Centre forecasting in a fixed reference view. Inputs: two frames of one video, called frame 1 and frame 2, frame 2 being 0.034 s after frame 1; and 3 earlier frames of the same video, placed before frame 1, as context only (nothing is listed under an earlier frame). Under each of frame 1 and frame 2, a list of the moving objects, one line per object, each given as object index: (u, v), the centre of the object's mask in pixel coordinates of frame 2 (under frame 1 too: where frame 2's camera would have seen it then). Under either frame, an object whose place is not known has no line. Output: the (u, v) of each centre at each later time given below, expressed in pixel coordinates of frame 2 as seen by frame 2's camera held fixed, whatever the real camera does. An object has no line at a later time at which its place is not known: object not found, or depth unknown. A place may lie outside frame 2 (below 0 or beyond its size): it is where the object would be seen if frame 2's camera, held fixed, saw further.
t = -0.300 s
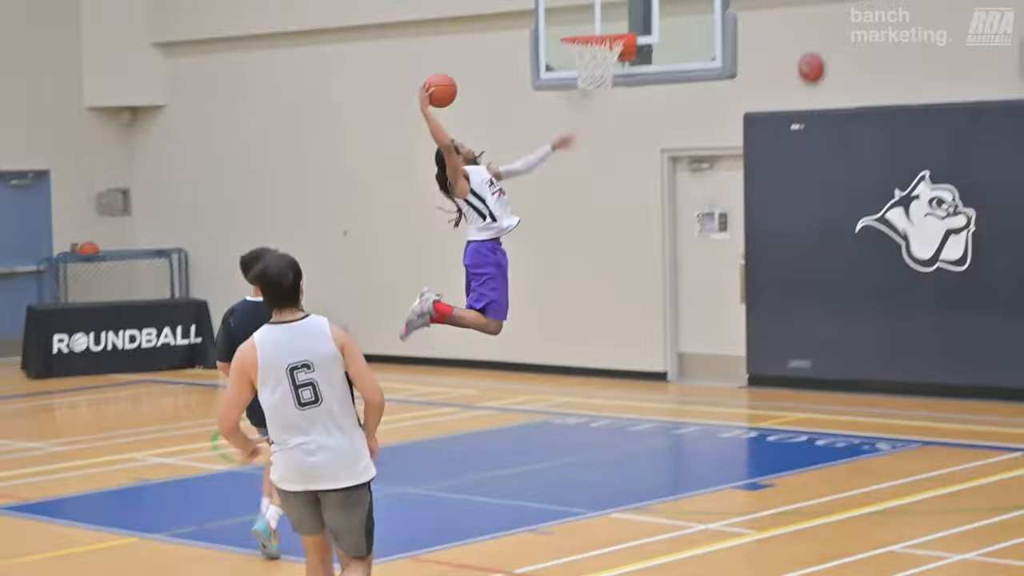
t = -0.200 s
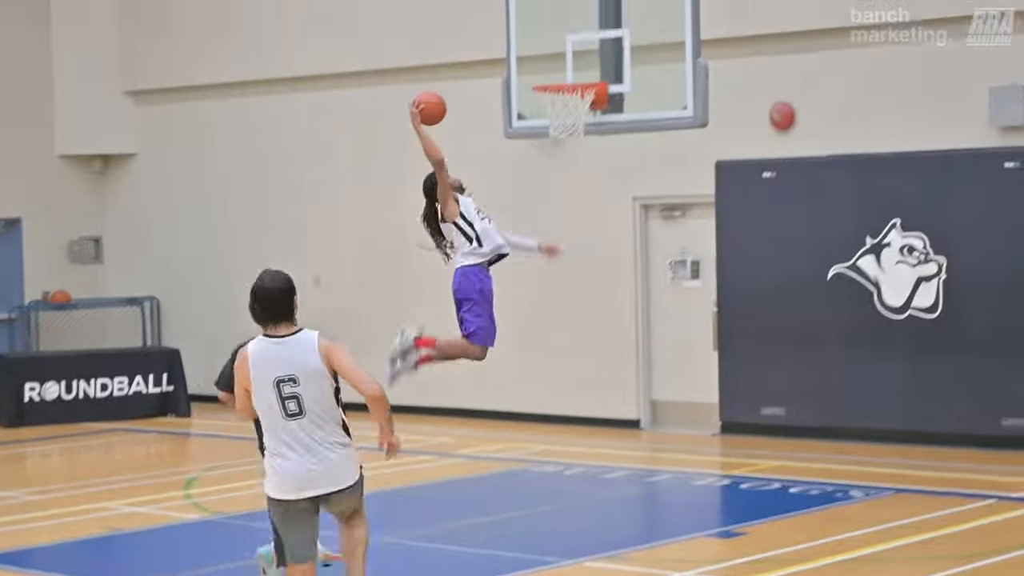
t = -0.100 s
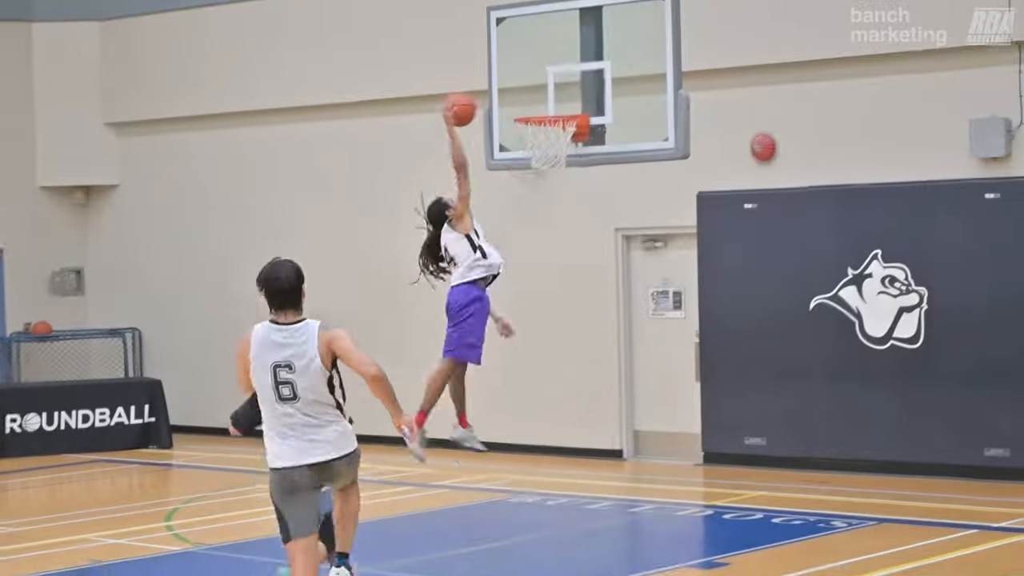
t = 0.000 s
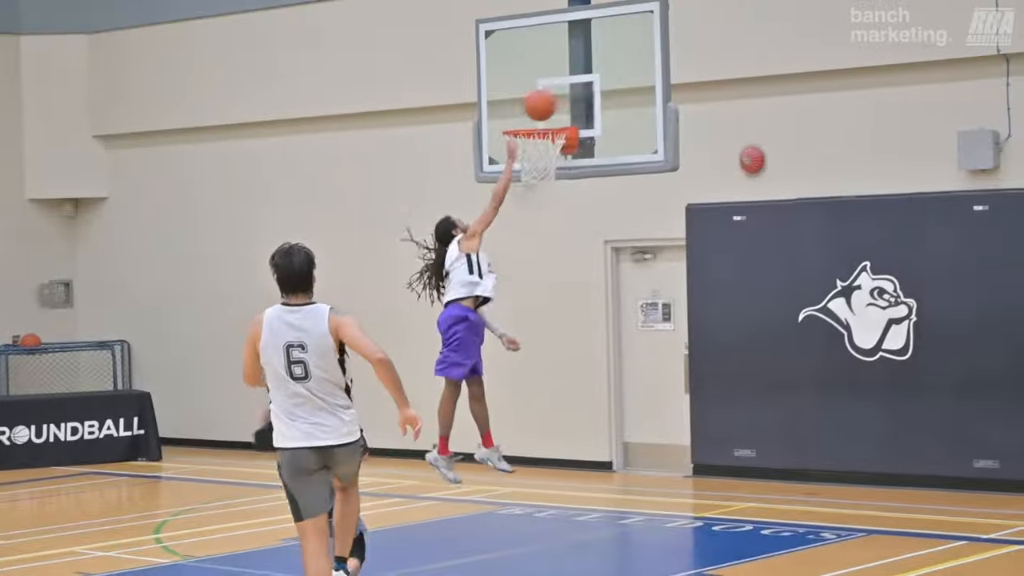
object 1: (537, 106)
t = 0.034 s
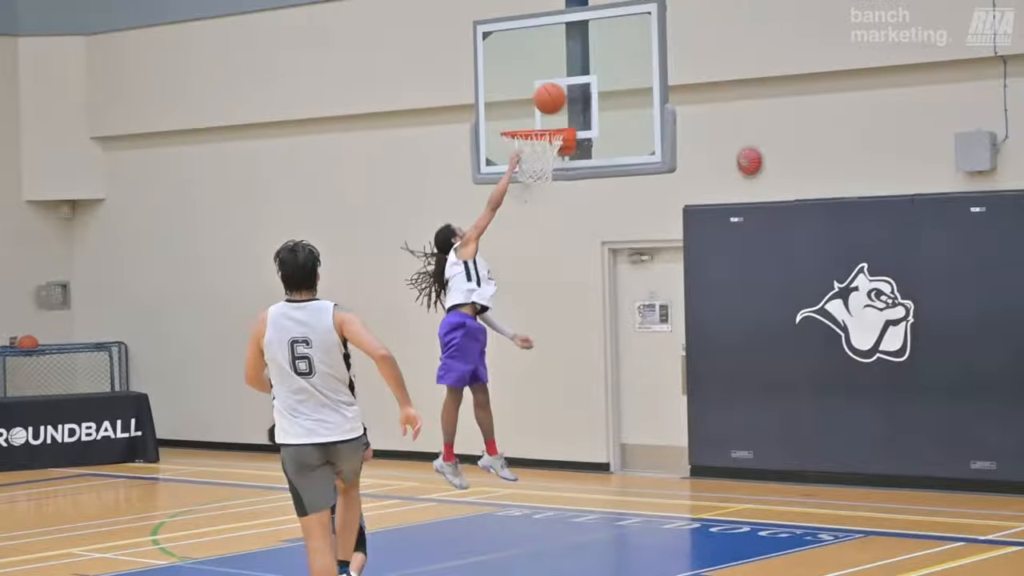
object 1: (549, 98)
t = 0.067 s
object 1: (535, 88)
